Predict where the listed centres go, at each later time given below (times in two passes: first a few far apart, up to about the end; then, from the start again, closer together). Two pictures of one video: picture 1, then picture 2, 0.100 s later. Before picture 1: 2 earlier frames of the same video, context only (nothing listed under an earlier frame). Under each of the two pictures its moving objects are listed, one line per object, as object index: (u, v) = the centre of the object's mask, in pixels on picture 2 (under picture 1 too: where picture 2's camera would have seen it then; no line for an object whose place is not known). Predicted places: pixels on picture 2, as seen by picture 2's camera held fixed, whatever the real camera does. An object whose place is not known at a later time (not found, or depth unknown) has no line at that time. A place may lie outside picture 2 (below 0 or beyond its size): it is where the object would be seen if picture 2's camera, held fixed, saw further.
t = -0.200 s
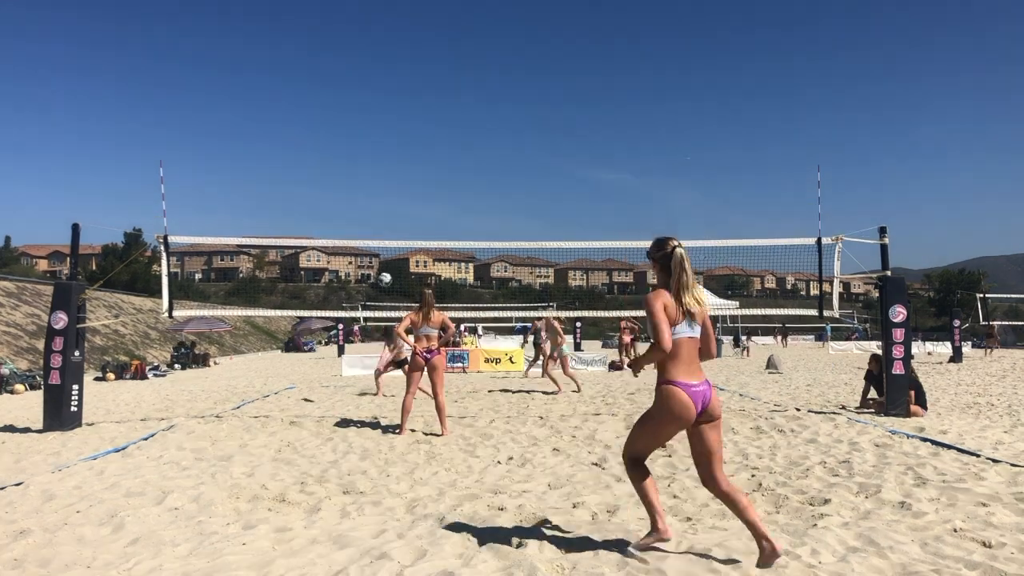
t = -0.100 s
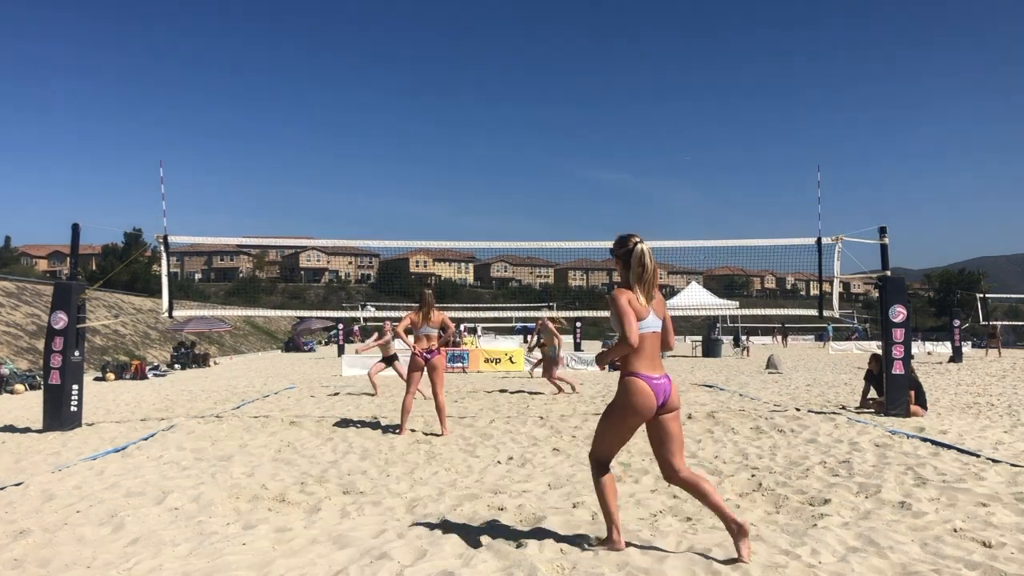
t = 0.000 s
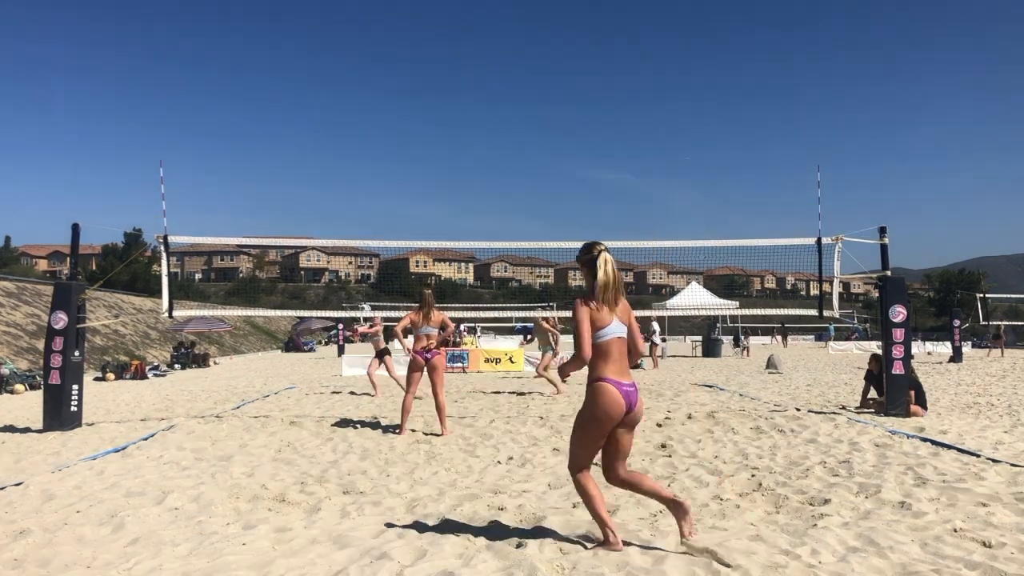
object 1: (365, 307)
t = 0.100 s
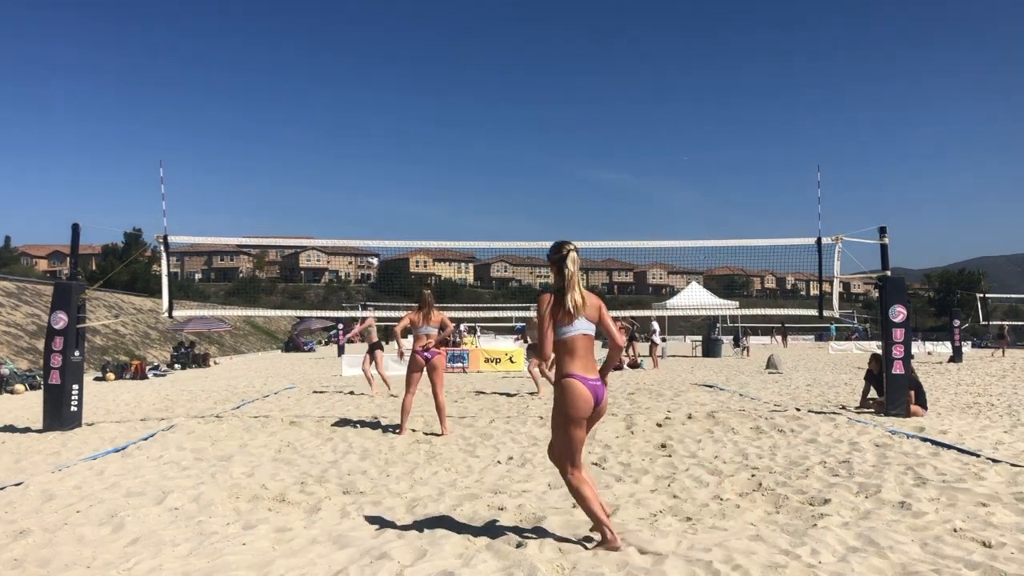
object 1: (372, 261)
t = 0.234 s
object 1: (383, 208)
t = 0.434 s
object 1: (400, 143)
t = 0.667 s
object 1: (421, 97)
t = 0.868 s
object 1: (440, 82)
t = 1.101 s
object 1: (462, 96)
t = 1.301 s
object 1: (482, 138)
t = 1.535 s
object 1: (507, 222)
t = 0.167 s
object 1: (377, 234)
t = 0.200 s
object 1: (380, 220)
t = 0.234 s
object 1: (383, 208)
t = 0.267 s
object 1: (386, 195)
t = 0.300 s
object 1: (389, 184)
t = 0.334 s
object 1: (391, 173)
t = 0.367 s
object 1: (395, 162)
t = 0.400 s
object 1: (397, 153)
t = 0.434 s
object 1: (400, 143)
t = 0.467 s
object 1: (403, 135)
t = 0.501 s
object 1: (406, 127)
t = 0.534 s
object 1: (409, 120)
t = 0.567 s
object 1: (412, 113)
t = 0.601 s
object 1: (414, 107)
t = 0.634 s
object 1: (418, 101)
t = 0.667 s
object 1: (421, 97)
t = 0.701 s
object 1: (424, 93)
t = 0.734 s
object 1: (427, 89)
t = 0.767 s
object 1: (429, 86)
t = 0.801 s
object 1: (433, 84)
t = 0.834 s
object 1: (436, 83)
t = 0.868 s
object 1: (440, 82)
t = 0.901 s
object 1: (443, 82)
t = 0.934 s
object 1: (446, 82)
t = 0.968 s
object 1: (449, 84)
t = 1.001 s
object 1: (453, 86)
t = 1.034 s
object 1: (456, 89)
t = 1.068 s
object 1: (459, 92)
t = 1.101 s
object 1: (462, 96)
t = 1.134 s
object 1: (466, 102)
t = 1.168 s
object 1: (469, 107)
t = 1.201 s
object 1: (473, 114)
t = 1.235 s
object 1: (476, 121)
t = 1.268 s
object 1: (479, 129)
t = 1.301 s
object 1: (482, 138)
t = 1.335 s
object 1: (486, 148)
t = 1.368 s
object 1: (489, 158)
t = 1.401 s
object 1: (493, 170)
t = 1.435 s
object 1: (496, 182)
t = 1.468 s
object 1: (499, 195)
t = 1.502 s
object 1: (503, 208)
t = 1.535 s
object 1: (507, 222)
